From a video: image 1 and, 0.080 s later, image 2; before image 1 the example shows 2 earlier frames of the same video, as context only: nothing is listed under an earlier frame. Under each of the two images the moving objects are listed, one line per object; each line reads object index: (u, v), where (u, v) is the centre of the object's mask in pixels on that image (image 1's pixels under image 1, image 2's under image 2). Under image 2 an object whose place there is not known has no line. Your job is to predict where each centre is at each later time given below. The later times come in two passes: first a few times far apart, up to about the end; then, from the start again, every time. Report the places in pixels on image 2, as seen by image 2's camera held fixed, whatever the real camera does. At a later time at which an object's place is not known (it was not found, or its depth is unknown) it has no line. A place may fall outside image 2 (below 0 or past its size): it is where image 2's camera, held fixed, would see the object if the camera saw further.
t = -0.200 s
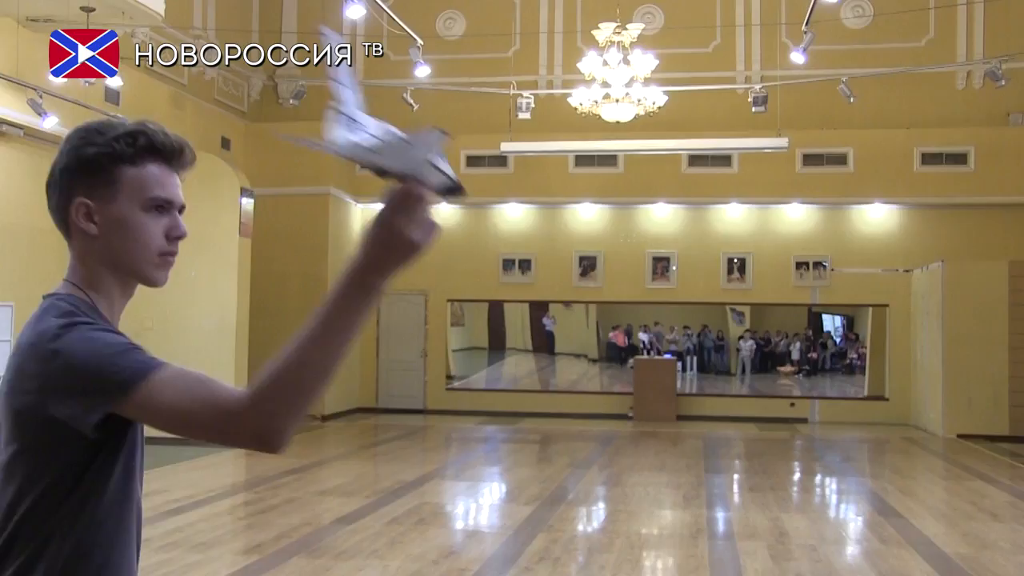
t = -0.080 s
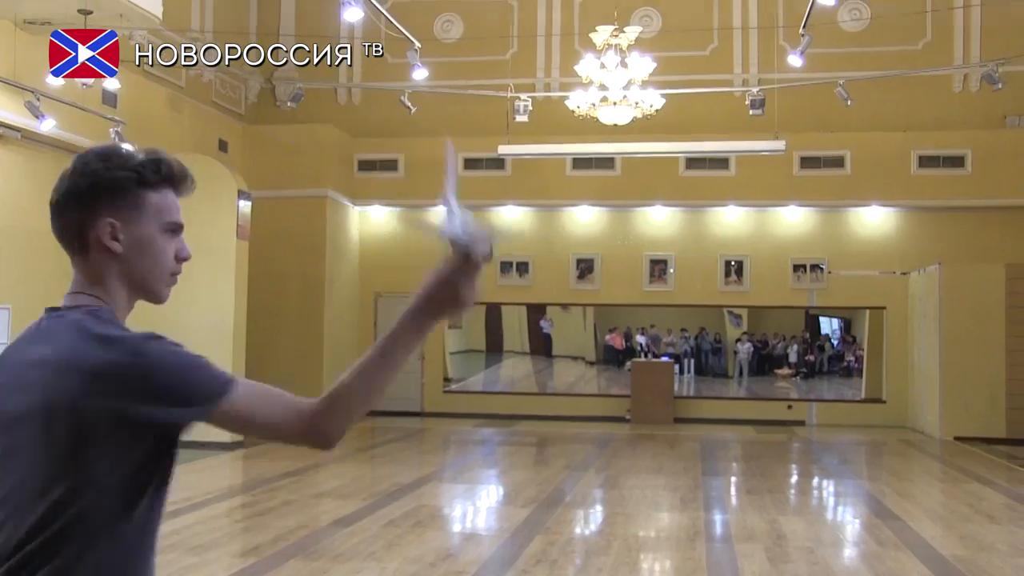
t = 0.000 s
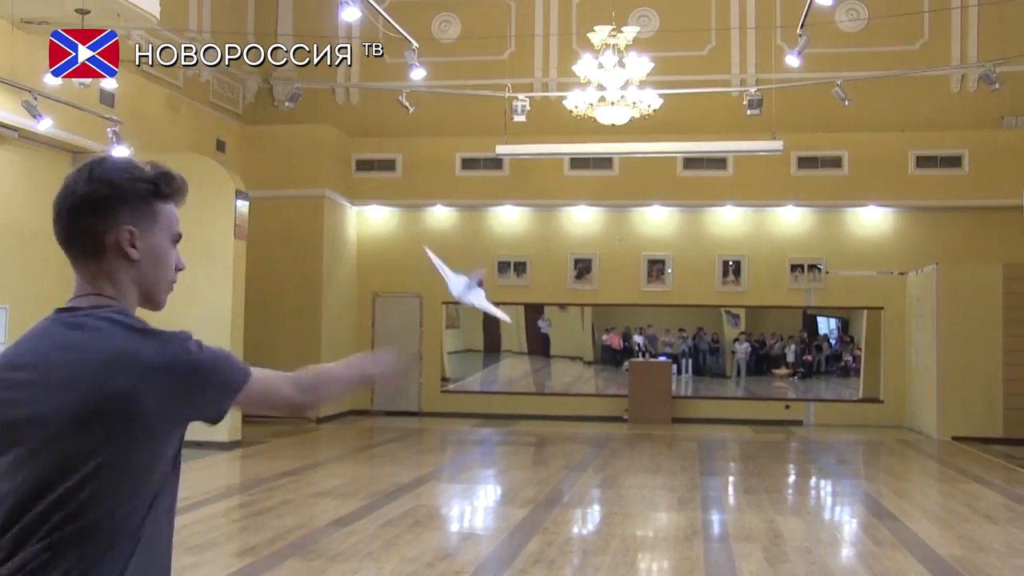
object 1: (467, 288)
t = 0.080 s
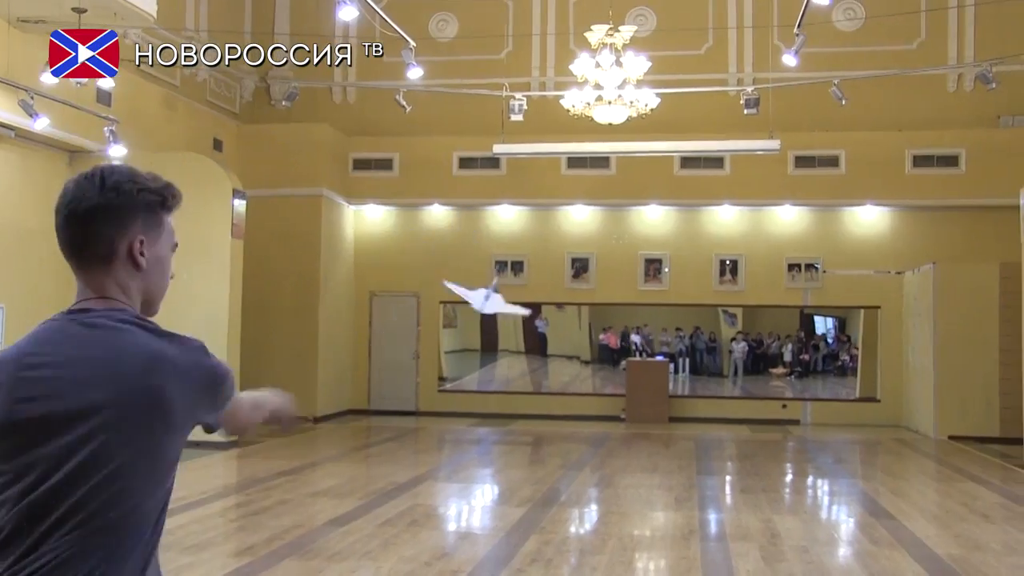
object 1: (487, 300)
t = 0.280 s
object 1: (525, 291)
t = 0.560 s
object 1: (554, 303)
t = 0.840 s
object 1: (578, 336)
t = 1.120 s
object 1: (608, 386)
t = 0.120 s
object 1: (497, 299)
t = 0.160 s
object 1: (506, 295)
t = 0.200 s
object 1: (513, 291)
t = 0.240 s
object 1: (519, 291)
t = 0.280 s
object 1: (525, 291)
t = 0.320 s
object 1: (530, 291)
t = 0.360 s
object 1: (535, 292)
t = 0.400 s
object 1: (539, 293)
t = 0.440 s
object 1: (543, 295)
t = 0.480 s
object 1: (547, 298)
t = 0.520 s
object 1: (550, 300)
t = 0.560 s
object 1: (554, 303)
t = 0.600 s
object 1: (557, 307)
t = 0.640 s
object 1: (561, 310)
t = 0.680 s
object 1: (565, 315)
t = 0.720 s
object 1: (566, 319)
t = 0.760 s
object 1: (569, 325)
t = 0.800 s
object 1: (572, 328)
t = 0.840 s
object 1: (578, 336)
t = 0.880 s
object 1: (585, 344)
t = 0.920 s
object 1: (591, 352)
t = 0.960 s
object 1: (594, 357)
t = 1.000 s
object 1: (596, 364)
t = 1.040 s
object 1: (600, 370)
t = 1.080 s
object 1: (603, 378)
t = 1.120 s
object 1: (608, 386)
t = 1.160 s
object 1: (610, 395)
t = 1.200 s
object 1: (614, 404)
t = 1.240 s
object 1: (616, 412)
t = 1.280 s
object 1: (620, 420)
